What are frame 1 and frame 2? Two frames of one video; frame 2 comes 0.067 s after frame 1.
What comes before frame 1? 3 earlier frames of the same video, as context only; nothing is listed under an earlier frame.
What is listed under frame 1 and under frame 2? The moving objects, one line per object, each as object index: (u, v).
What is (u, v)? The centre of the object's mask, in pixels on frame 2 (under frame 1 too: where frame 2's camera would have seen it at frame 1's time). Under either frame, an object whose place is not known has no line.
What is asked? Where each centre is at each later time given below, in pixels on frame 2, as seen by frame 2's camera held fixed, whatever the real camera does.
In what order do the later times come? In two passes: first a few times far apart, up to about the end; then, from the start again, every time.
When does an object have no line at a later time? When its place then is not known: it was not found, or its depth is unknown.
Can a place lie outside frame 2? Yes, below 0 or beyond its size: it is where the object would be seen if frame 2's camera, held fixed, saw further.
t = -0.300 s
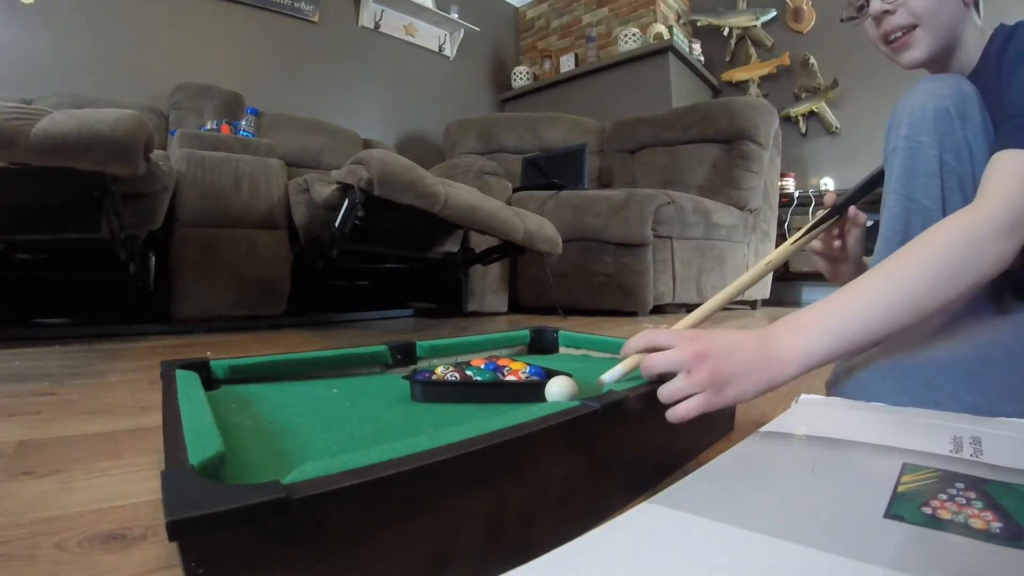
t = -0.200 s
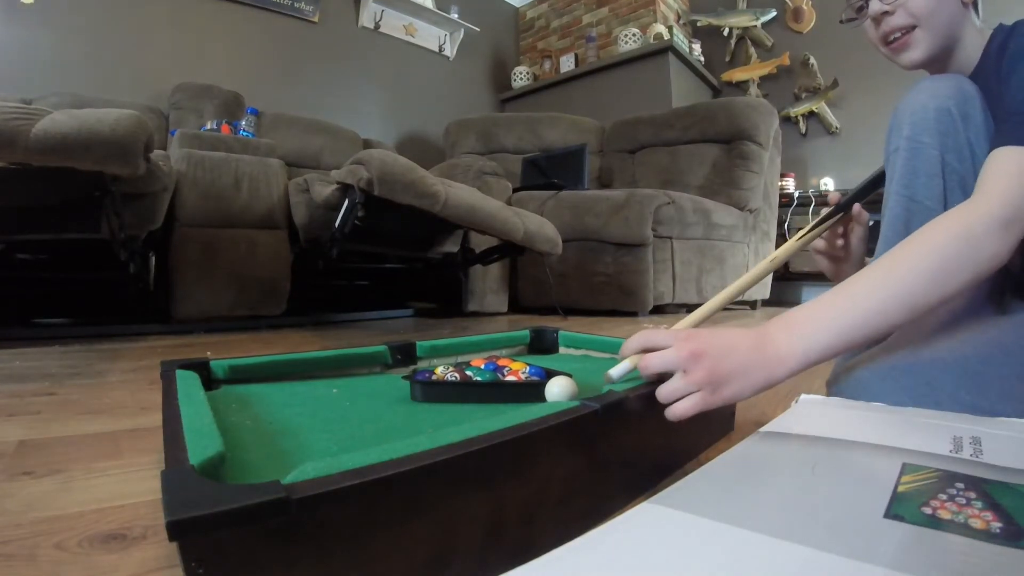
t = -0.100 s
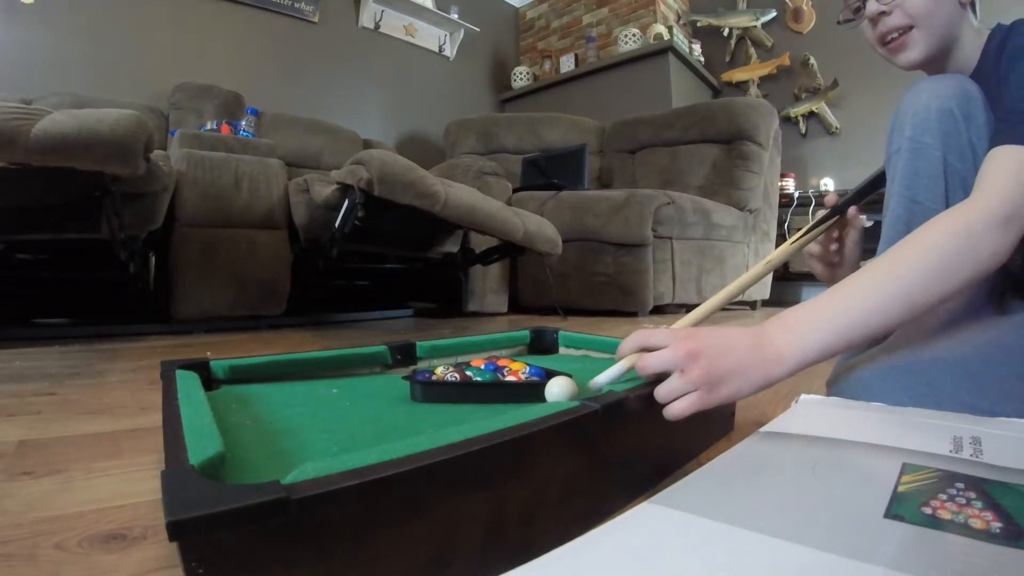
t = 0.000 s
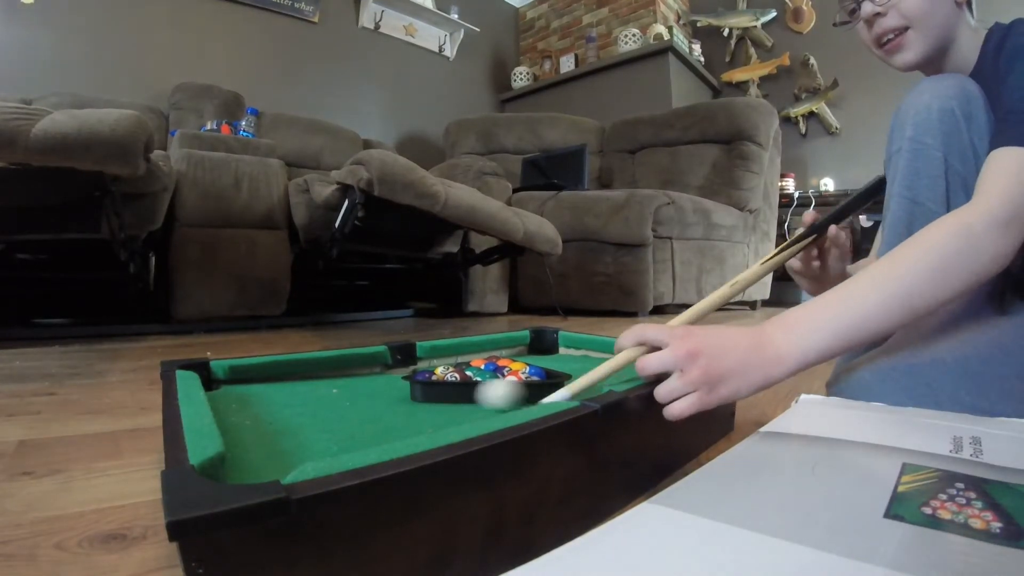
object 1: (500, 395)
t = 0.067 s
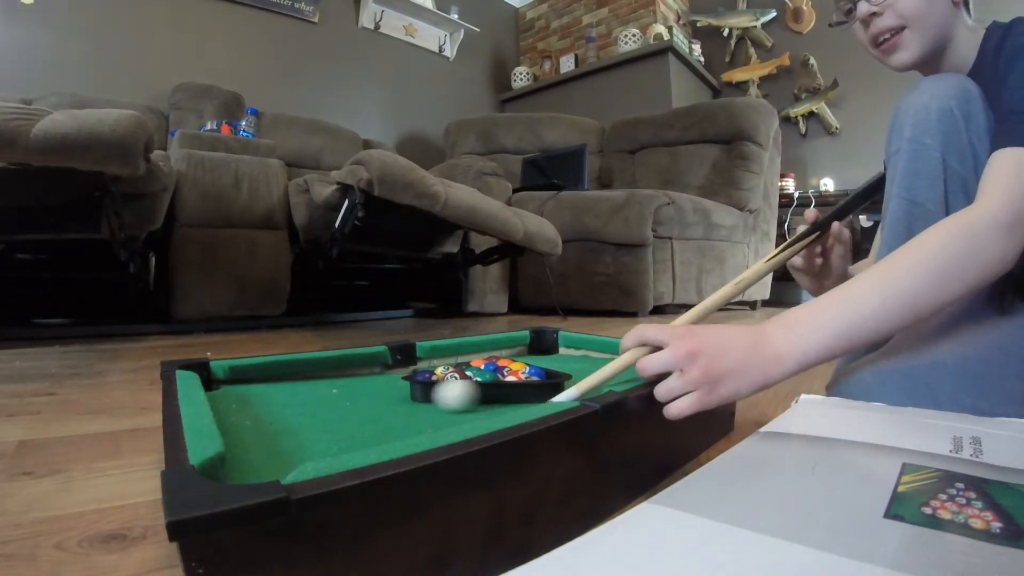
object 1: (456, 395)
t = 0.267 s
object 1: (341, 390)
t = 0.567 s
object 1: (243, 375)
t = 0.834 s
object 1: (237, 379)
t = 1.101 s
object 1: (253, 380)
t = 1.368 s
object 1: (277, 379)
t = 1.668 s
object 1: (308, 375)
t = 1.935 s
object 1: (336, 372)
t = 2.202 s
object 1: (363, 368)
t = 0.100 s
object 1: (436, 395)
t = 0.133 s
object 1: (415, 395)
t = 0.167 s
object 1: (396, 394)
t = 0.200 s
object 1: (377, 393)
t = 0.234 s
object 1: (359, 391)
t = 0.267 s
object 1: (341, 390)
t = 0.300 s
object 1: (326, 388)
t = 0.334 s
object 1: (312, 387)
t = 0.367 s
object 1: (298, 385)
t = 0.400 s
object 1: (286, 383)
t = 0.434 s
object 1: (275, 381)
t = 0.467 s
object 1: (265, 379)
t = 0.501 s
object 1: (256, 377)
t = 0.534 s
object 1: (248, 375)
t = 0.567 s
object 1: (243, 375)
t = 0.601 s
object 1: (240, 376)
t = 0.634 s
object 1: (238, 377)
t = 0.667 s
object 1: (237, 377)
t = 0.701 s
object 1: (236, 378)
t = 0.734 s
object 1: (236, 379)
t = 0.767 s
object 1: (236, 379)
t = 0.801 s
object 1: (236, 379)
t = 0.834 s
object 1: (237, 379)
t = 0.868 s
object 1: (239, 380)
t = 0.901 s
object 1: (240, 380)
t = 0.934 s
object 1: (242, 380)
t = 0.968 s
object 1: (244, 380)
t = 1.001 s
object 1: (246, 380)
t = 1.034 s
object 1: (248, 380)
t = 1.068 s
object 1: (251, 380)
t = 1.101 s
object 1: (253, 380)
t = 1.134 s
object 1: (256, 379)
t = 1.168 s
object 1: (259, 379)
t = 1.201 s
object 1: (261, 379)
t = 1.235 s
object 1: (264, 379)
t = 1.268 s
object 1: (267, 379)
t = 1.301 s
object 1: (270, 379)
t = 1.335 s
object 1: (274, 379)
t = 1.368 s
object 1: (277, 379)
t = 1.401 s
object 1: (281, 378)
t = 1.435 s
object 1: (284, 378)
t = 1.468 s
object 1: (287, 378)
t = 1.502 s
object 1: (291, 377)
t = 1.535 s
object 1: (294, 377)
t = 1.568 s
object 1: (297, 377)
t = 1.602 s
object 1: (301, 376)
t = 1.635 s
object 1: (304, 376)
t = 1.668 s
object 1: (308, 375)
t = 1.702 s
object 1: (311, 375)
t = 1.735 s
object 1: (315, 375)
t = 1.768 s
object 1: (318, 374)
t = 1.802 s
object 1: (322, 374)
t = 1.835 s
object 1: (325, 373)
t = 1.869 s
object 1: (329, 373)
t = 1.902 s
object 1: (332, 372)
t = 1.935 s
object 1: (336, 372)
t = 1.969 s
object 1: (339, 371)
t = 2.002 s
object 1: (342, 371)
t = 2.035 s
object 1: (346, 370)
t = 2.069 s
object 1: (349, 370)
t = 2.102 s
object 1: (353, 369)
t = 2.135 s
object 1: (356, 369)
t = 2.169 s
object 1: (360, 368)
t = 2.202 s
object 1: (363, 368)
